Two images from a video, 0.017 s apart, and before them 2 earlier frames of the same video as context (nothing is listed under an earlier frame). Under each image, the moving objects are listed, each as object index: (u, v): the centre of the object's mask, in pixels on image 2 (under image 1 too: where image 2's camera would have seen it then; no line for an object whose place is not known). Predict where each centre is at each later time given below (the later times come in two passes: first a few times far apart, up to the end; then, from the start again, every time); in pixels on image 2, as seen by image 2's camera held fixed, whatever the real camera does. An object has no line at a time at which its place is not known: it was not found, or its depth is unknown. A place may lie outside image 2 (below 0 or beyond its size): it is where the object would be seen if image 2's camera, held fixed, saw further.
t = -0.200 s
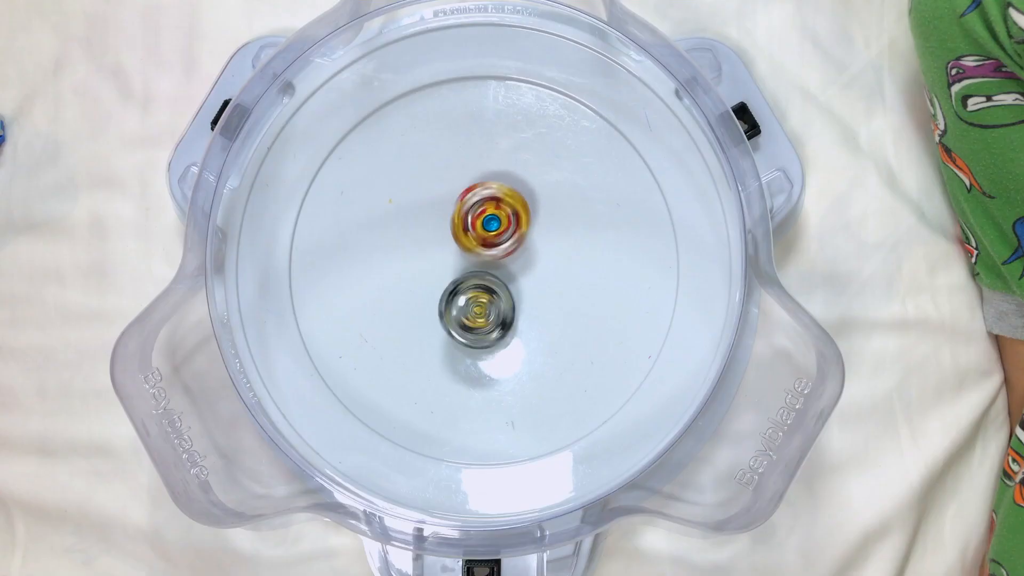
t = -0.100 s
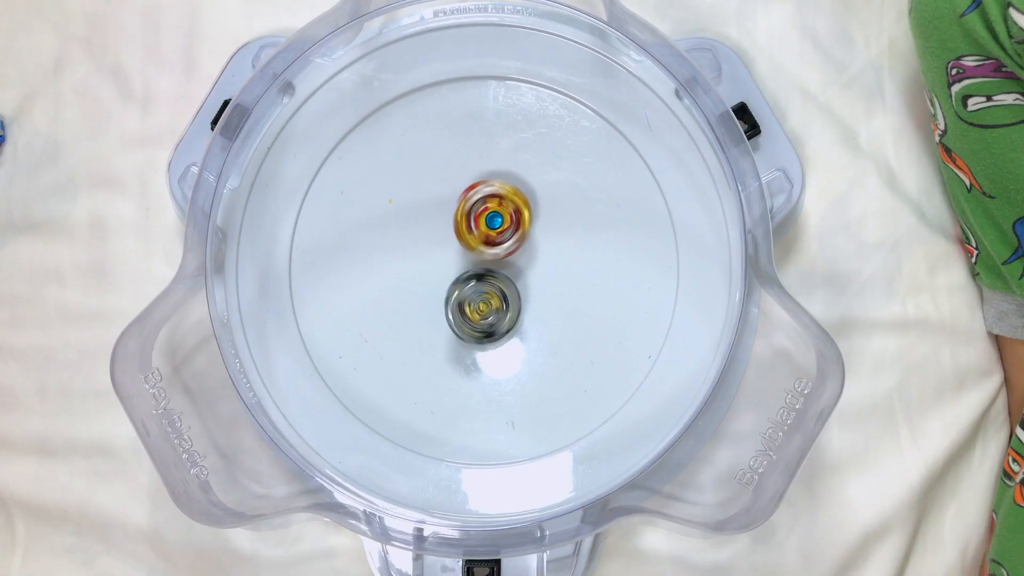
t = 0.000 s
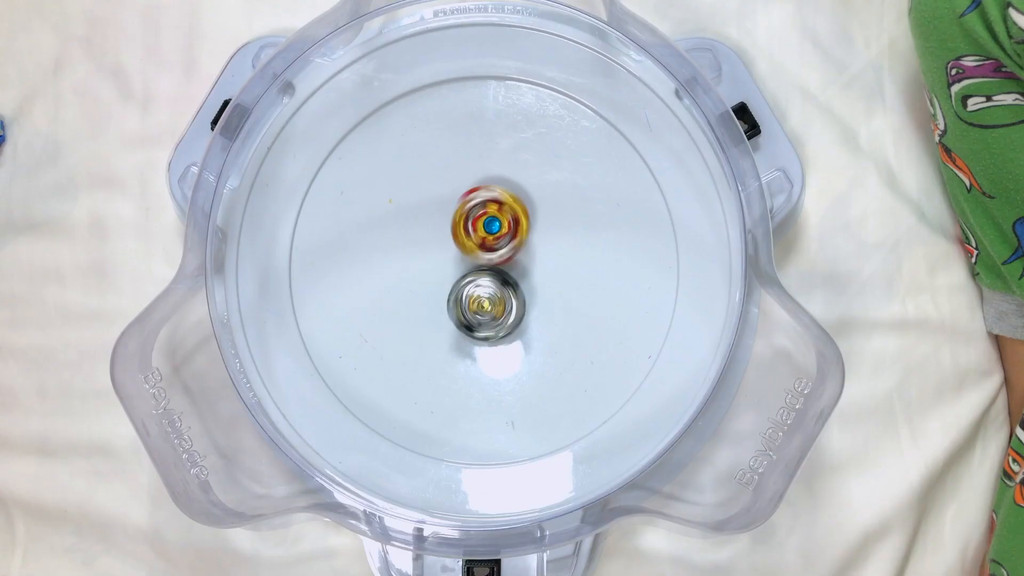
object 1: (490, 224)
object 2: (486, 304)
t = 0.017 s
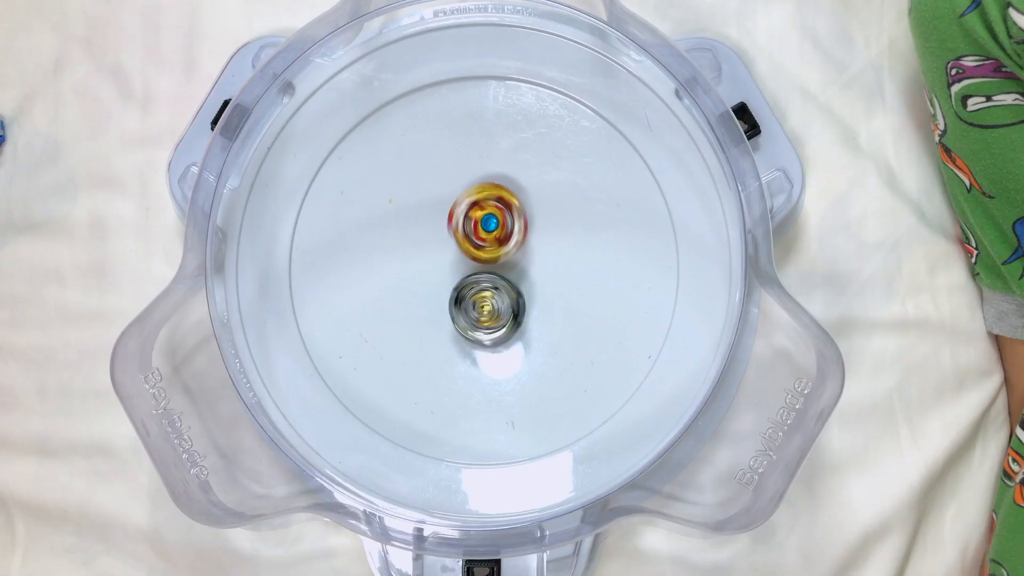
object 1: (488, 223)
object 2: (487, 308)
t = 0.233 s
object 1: (493, 230)
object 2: (489, 307)
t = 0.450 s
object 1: (491, 222)
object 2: (484, 315)
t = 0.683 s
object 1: (483, 237)
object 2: (485, 310)
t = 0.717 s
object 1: (485, 232)
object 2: (482, 318)
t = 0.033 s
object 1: (486, 222)
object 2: (485, 310)
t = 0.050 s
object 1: (485, 222)
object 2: (486, 310)
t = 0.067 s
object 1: (485, 222)
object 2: (486, 313)
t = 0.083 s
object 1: (485, 222)
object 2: (485, 312)
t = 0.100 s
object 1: (486, 223)
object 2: (486, 312)
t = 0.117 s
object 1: (487, 223)
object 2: (486, 313)
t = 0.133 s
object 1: (489, 224)
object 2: (485, 311)
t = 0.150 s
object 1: (490, 224)
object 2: (488, 309)
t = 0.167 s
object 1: (491, 225)
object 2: (488, 310)
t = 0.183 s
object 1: (491, 226)
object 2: (488, 309)
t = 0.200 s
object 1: (492, 228)
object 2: (489, 308)
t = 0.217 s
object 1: (493, 229)
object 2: (489, 308)
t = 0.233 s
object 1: (493, 230)
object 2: (489, 307)
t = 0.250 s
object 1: (494, 231)
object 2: (491, 307)
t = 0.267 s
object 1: (495, 232)
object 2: (490, 309)
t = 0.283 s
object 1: (496, 231)
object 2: (488, 309)
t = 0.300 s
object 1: (496, 232)
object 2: (489, 308)
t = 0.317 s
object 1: (496, 233)
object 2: (488, 308)
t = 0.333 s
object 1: (497, 232)
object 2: (487, 307)
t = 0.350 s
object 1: (497, 228)
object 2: (489, 310)
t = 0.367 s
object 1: (497, 225)
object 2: (488, 315)
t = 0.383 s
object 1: (496, 222)
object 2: (486, 316)
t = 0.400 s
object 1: (495, 221)
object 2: (485, 317)
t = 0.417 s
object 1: (493, 221)
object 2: (484, 318)
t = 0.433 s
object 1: (492, 221)
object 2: (483, 316)
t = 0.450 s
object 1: (491, 222)
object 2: (484, 315)
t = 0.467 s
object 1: (490, 222)
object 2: (484, 314)
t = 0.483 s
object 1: (488, 222)
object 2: (483, 312)
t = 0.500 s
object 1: (487, 222)
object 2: (484, 310)
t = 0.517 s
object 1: (485, 223)
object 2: (486, 309)
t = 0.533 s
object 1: (483, 224)
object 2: (487, 308)
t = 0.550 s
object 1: (481, 226)
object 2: (488, 307)
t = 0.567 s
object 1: (480, 228)
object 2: (490, 308)
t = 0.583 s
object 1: (479, 229)
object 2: (489, 311)
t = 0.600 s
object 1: (478, 229)
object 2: (487, 312)
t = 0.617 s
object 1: (479, 231)
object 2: (487, 311)
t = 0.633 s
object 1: (480, 233)
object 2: (487, 312)
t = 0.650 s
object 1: (480, 234)
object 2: (486, 312)
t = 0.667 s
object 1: (481, 235)
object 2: (484, 312)
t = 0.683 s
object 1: (483, 237)
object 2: (485, 310)
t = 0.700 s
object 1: (484, 235)
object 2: (484, 314)
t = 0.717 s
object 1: (485, 232)
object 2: (482, 318)
